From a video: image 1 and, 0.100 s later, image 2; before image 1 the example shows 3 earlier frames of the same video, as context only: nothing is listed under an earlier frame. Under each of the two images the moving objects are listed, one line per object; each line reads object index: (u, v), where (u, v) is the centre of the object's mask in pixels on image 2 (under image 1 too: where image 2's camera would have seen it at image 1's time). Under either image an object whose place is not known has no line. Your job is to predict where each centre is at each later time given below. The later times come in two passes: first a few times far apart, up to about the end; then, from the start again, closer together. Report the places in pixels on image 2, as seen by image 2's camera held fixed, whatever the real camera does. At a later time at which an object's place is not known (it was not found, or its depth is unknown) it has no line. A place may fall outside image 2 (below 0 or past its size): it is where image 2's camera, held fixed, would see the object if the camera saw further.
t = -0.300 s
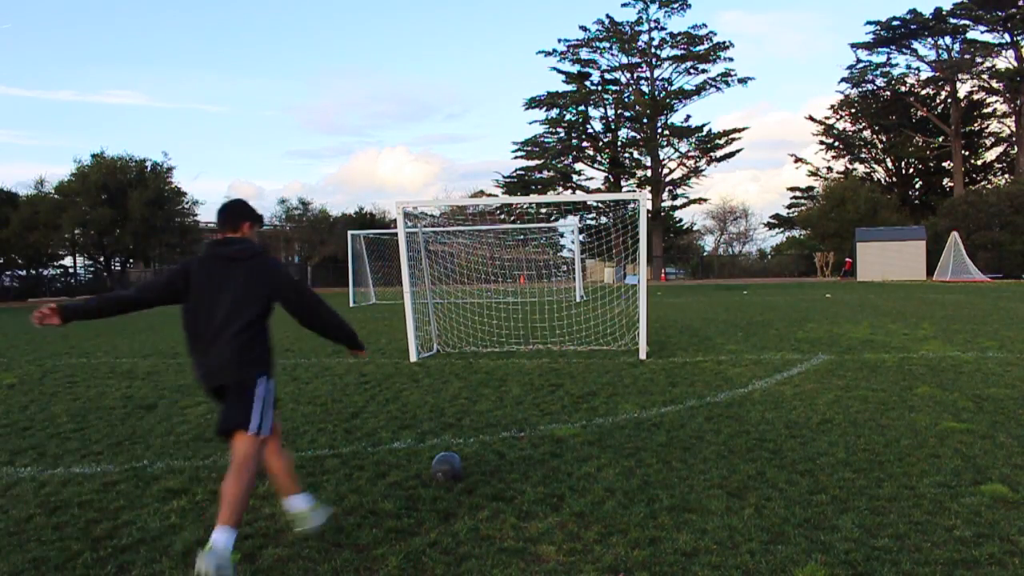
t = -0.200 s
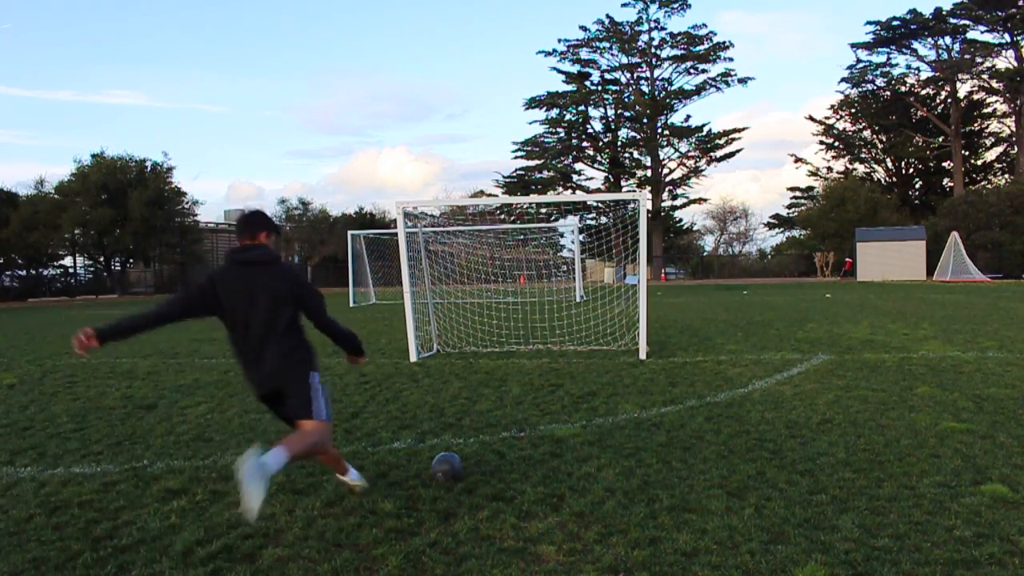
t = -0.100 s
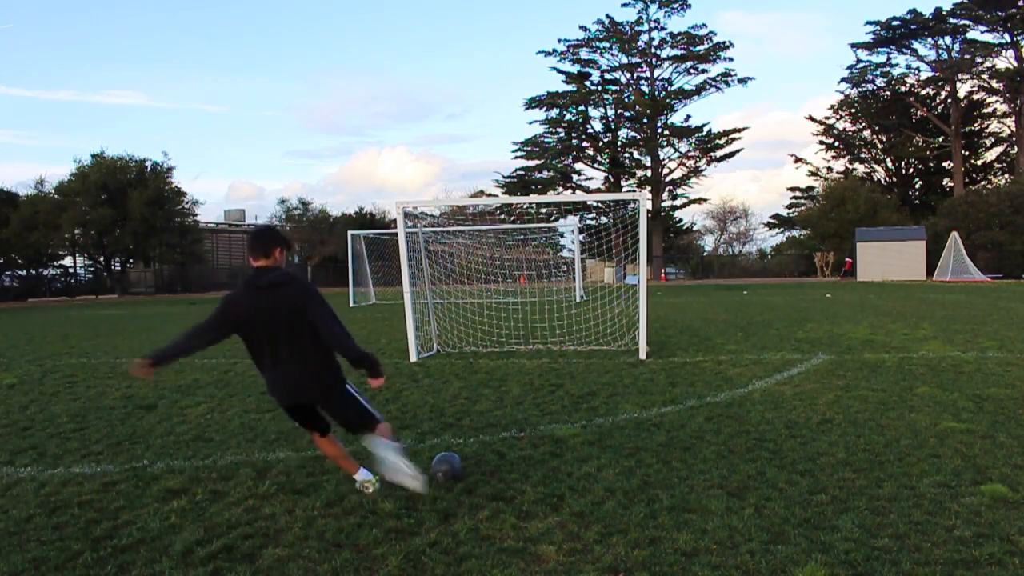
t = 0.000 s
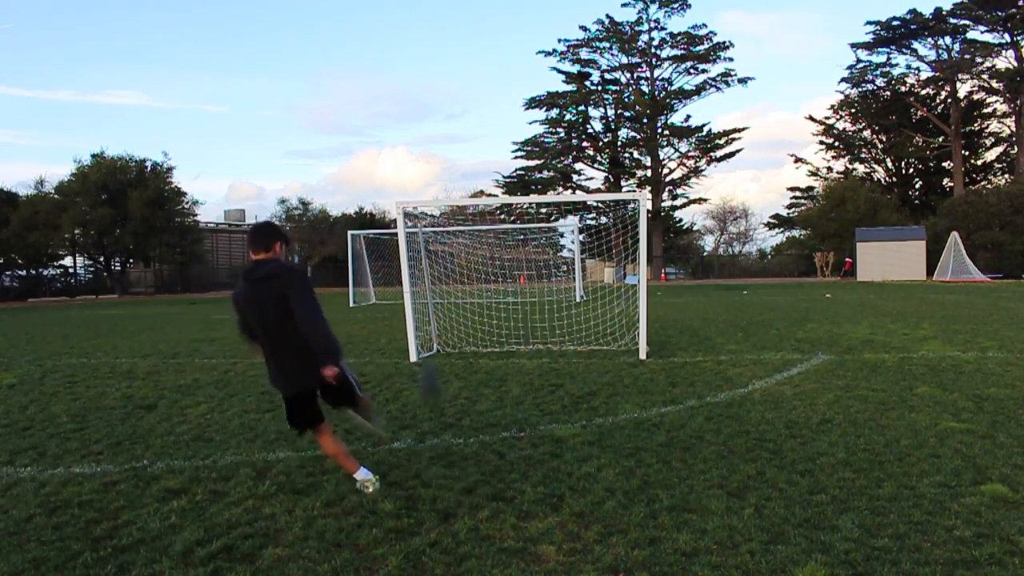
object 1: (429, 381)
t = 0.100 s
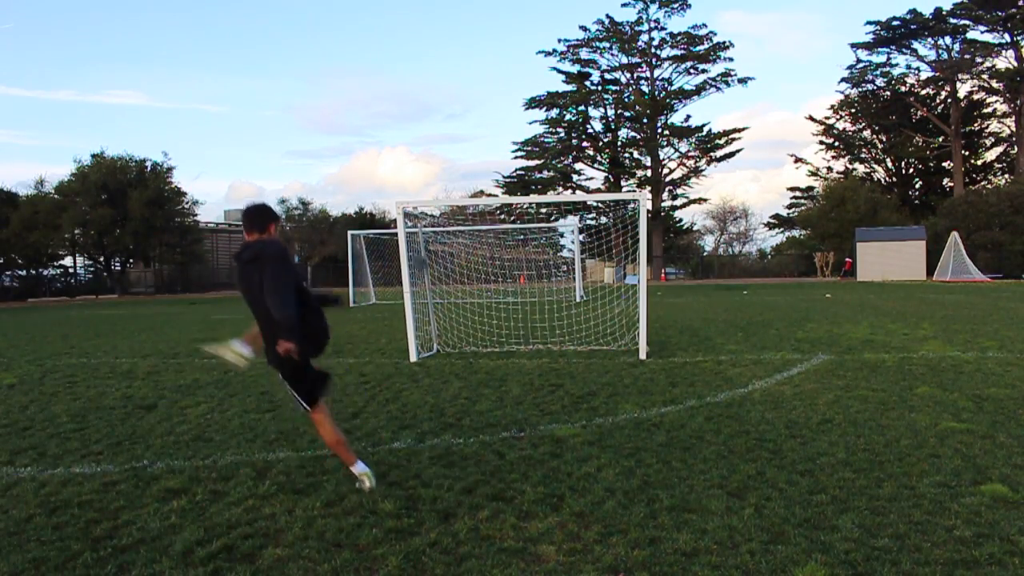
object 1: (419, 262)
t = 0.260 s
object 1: (435, 167)
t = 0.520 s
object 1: (463, 101)
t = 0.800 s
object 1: (488, 74)
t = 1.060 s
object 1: (514, 73)
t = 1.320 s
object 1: (537, 90)
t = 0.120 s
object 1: (424, 243)
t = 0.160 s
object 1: (424, 217)
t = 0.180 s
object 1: (427, 203)
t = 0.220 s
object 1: (430, 184)
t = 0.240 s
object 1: (433, 176)
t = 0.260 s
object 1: (435, 167)
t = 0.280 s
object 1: (437, 160)
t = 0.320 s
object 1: (442, 146)
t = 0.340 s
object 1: (444, 140)
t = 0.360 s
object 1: (446, 135)
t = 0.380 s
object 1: (448, 130)
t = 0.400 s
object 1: (451, 124)
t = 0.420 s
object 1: (453, 119)
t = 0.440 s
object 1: (455, 116)
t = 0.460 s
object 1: (457, 112)
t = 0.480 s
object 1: (459, 108)
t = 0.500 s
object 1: (461, 104)
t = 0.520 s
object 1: (463, 101)
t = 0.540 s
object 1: (464, 98)
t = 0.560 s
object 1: (466, 95)
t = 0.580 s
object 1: (468, 92)
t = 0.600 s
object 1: (470, 90)
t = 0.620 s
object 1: (472, 88)
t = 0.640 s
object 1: (473, 85)
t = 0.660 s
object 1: (475, 83)
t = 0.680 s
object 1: (478, 82)
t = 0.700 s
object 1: (479, 80)
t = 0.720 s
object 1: (481, 79)
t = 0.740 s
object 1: (483, 77)
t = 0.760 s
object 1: (485, 76)
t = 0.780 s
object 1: (487, 75)
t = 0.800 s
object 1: (488, 74)
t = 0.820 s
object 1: (490, 73)
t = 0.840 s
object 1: (492, 73)
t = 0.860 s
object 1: (494, 72)
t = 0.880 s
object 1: (496, 72)
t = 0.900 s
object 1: (498, 71)
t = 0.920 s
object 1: (500, 71)
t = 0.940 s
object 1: (502, 71)
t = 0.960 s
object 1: (504, 71)
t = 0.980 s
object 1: (506, 71)
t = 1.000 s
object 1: (508, 72)
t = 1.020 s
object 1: (510, 72)
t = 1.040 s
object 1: (512, 72)
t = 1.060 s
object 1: (514, 73)
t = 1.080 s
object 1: (515, 74)
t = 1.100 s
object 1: (517, 75)
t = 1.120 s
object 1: (519, 76)
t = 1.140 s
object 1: (521, 77)
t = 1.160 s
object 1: (523, 78)
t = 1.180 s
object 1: (525, 80)
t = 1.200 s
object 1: (526, 81)
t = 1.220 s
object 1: (528, 82)
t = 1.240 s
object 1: (530, 84)
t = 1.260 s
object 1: (532, 85)
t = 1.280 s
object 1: (533, 87)
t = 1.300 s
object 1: (535, 89)
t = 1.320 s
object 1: (537, 90)
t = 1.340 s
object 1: (538, 92)
